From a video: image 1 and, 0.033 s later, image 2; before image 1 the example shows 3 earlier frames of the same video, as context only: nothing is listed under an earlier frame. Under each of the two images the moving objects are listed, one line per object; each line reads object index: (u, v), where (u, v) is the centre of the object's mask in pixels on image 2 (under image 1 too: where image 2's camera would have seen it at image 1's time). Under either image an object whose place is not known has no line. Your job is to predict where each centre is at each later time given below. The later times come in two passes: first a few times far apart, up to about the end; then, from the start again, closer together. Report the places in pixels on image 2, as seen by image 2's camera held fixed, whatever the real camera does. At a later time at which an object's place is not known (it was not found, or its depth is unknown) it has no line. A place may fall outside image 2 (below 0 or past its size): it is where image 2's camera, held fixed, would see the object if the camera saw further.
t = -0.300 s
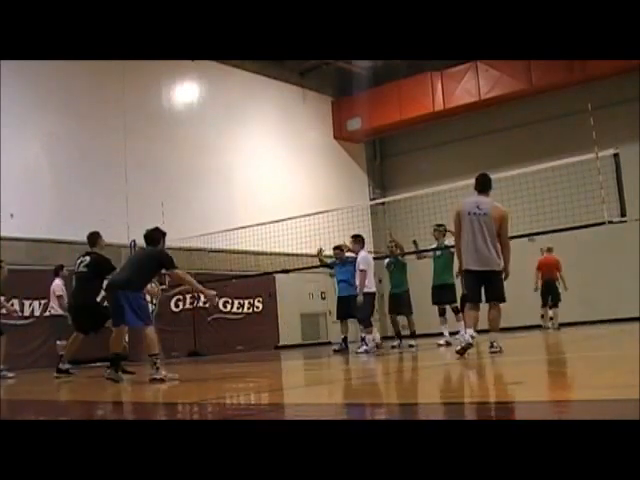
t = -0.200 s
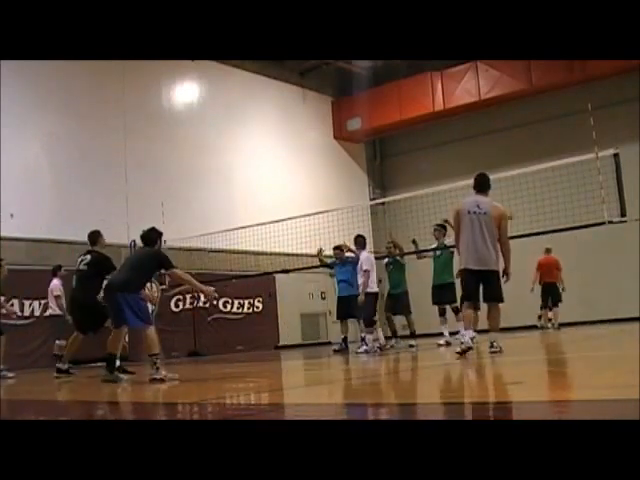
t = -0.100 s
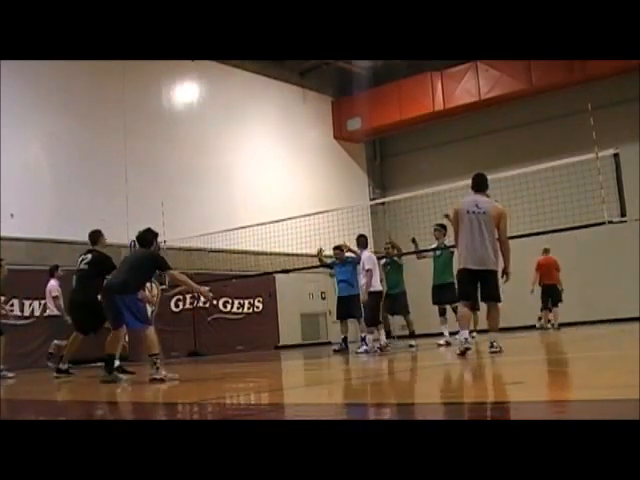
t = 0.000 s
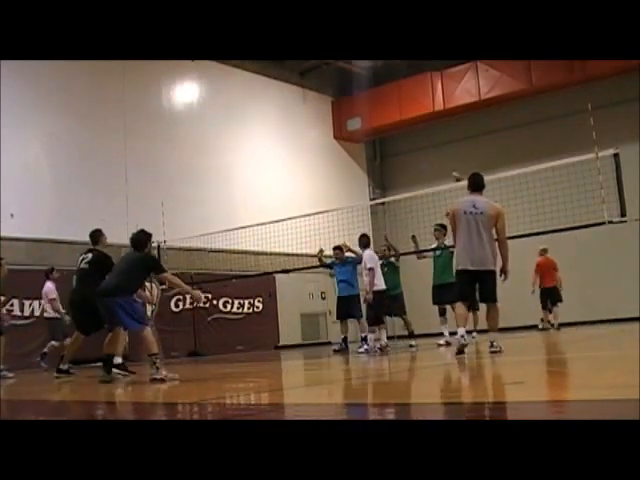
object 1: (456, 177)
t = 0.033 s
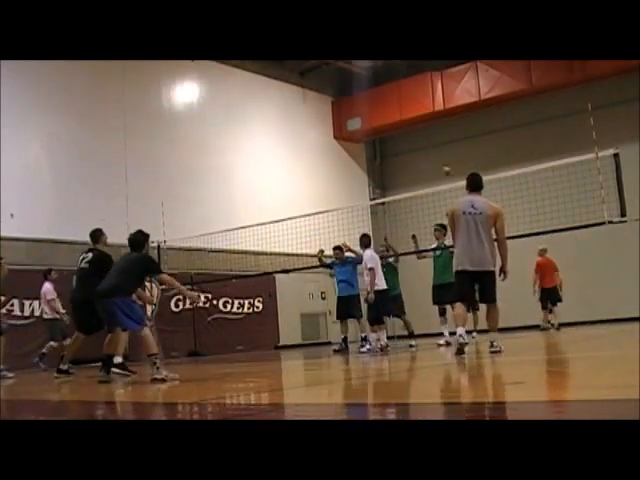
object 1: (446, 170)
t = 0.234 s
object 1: (383, 147)
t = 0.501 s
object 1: (281, 147)
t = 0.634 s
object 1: (217, 166)
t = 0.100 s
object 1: (426, 161)
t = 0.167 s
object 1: (406, 153)
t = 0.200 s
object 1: (395, 149)
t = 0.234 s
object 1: (383, 147)
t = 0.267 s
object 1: (373, 146)
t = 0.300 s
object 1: (362, 142)
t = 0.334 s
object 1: (348, 142)
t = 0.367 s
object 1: (337, 142)
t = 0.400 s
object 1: (324, 143)
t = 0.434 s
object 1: (310, 143)
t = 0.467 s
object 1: (296, 145)
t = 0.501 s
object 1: (281, 147)
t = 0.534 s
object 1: (266, 150)
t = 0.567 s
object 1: (251, 154)
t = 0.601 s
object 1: (234, 160)
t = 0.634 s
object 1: (217, 166)
